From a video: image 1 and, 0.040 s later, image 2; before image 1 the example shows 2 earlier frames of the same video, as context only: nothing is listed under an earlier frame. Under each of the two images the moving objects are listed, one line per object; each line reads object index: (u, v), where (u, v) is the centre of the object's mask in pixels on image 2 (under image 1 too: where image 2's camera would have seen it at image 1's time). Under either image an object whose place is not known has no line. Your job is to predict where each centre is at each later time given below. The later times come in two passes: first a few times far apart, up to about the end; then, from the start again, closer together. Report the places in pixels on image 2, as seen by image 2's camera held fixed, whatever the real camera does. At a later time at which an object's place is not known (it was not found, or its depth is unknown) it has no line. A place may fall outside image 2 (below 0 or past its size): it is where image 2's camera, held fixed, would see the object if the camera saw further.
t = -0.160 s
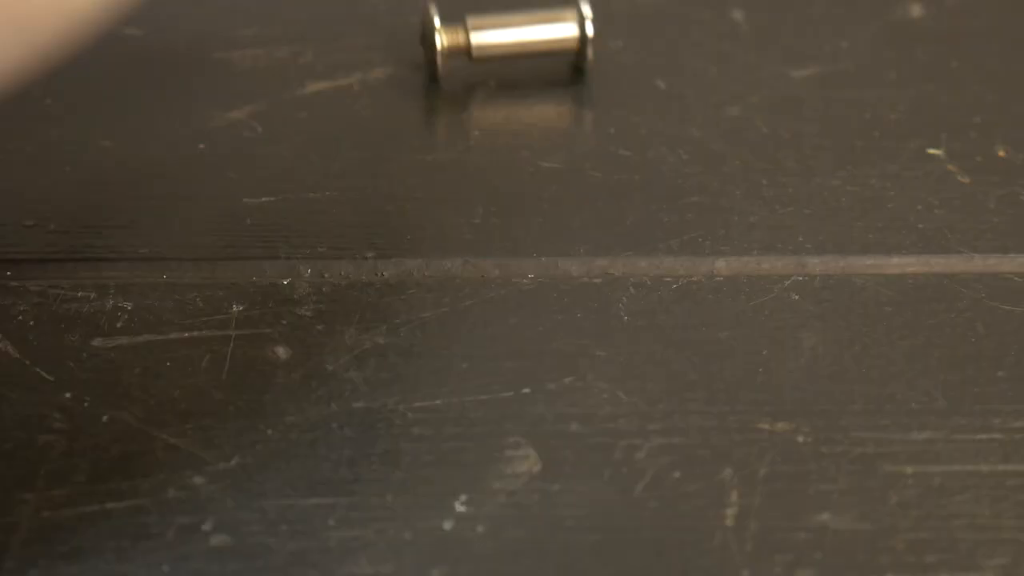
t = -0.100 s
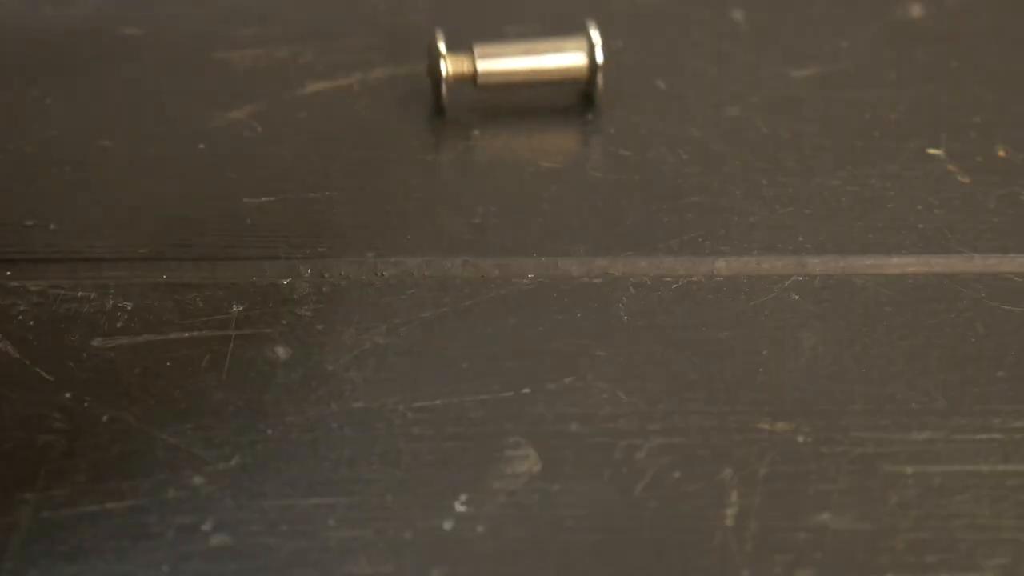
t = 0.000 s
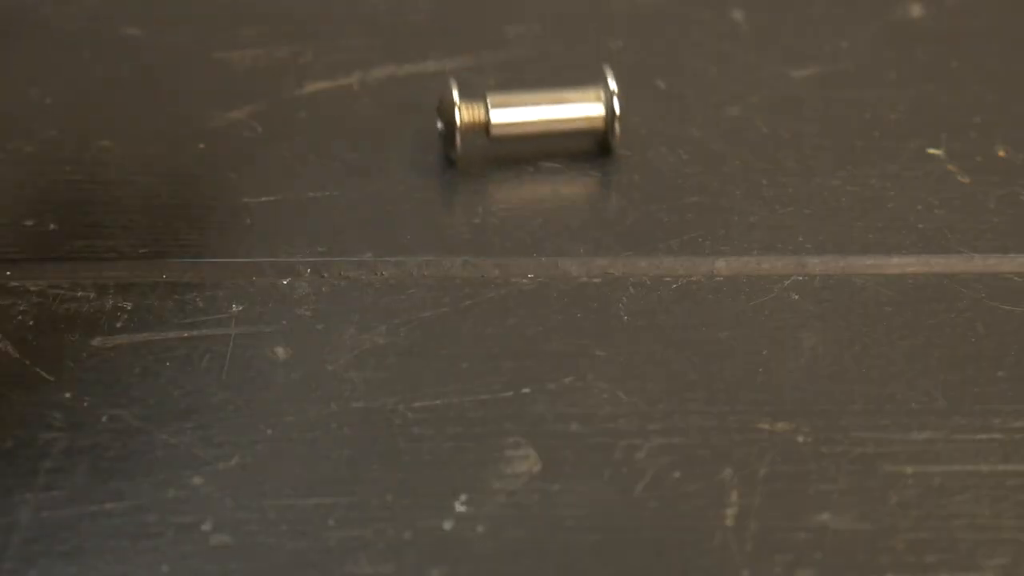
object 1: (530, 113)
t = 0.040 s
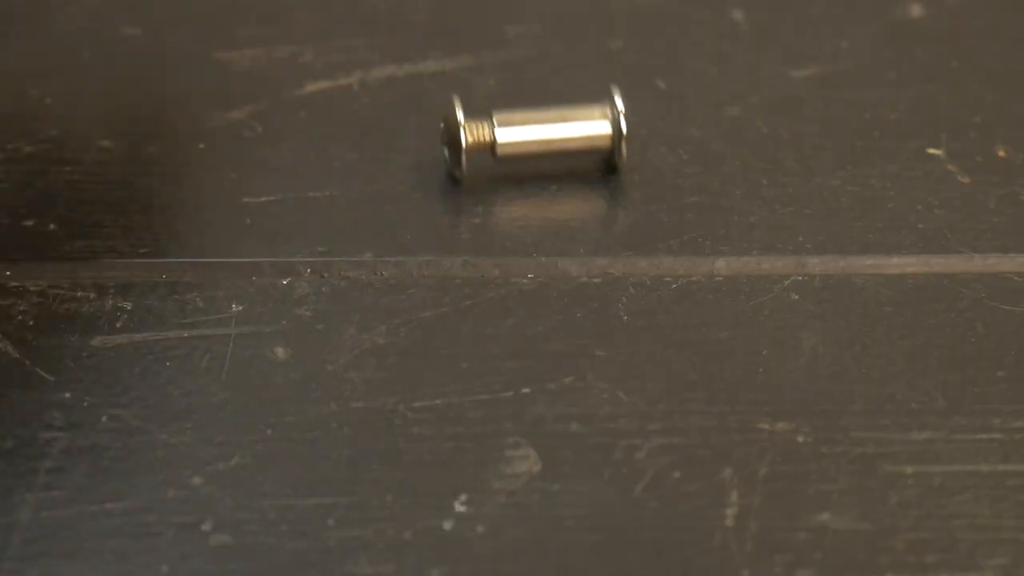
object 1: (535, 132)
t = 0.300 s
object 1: (570, 245)
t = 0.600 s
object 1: (584, 297)
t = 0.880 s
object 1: (579, 281)
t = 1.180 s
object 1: (584, 298)
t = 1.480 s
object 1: (580, 282)
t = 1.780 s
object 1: (584, 296)
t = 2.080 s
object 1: (583, 293)
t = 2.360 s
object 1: (582, 290)
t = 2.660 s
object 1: (582, 290)
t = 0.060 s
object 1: (539, 142)
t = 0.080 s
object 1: (543, 150)
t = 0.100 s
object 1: (546, 159)
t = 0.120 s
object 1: (548, 168)
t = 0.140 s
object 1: (551, 177)
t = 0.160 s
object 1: (555, 184)
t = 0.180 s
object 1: (557, 193)
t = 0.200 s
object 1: (559, 201)
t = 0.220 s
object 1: (563, 209)
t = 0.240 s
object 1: (564, 218)
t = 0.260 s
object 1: (567, 230)
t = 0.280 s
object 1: (569, 238)
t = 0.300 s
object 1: (570, 245)
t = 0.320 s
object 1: (572, 251)
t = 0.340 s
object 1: (572, 255)
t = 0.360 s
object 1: (573, 260)
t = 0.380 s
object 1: (575, 264)
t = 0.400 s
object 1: (576, 267)
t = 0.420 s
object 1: (577, 270)
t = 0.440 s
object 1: (577, 273)
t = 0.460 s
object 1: (578, 275)
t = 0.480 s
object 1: (578, 277)
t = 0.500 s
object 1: (579, 280)
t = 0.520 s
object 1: (581, 284)
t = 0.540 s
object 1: (581, 287)
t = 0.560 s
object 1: (582, 291)
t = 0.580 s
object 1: (583, 294)
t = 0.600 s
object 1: (584, 297)
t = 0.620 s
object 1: (584, 299)
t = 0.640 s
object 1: (585, 301)
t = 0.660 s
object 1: (586, 302)
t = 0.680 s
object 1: (586, 302)
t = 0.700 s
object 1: (586, 302)
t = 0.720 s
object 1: (585, 301)
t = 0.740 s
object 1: (584, 299)
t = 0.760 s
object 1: (584, 297)
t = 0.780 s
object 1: (583, 294)
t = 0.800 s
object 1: (582, 291)
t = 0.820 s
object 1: (582, 288)
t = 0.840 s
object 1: (581, 285)
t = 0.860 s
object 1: (580, 283)
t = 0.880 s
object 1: (579, 281)
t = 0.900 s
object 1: (579, 279)
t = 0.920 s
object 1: (579, 278)
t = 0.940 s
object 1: (579, 278)
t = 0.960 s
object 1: (579, 278)
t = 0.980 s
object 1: (579, 278)
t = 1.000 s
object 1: (579, 279)
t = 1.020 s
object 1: (579, 281)
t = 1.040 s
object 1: (580, 283)
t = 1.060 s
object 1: (580, 285)
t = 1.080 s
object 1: (581, 287)
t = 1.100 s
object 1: (582, 290)
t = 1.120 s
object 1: (582, 293)
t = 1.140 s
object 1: (583, 295)
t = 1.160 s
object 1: (584, 297)
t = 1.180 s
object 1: (584, 298)
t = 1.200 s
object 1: (584, 299)
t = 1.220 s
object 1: (584, 299)
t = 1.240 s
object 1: (584, 298)
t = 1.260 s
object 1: (584, 296)
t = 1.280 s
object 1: (583, 294)
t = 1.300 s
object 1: (583, 292)
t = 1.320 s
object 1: (582, 290)
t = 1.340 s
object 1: (582, 288)
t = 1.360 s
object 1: (581, 286)
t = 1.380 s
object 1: (581, 285)
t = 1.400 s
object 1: (580, 284)
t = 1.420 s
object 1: (580, 283)
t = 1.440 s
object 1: (580, 282)
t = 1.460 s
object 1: (580, 282)
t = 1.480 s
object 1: (580, 282)
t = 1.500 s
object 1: (580, 283)
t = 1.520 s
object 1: (580, 284)
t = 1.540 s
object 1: (580, 284)
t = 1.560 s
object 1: (580, 285)
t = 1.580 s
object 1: (581, 286)
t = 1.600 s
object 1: (581, 287)
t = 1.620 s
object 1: (582, 288)
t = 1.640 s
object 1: (582, 290)
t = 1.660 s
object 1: (582, 292)
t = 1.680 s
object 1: (583, 294)
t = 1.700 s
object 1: (583, 295)
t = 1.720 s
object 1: (583, 296)
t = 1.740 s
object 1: (584, 297)
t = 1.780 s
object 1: (584, 296)
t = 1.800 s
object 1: (584, 296)
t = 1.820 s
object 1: (583, 295)
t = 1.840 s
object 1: (583, 294)
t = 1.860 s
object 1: (583, 293)
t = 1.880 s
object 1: (583, 291)
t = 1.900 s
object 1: (582, 290)
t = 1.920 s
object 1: (582, 289)
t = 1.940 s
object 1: (582, 288)
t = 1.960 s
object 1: (582, 289)
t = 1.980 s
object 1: (582, 290)
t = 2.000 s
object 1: (583, 292)
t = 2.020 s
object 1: (583, 292)
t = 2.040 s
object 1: (583, 293)
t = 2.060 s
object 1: (583, 293)
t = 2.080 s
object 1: (583, 293)
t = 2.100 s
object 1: (583, 292)
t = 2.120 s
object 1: (583, 292)
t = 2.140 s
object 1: (582, 290)
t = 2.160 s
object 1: (582, 289)
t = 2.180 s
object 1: (582, 289)
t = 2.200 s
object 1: (582, 289)
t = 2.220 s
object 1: (582, 291)
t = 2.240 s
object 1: (583, 292)
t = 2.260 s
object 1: (583, 292)
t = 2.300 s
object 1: (583, 292)
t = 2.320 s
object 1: (582, 291)
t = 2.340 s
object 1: (582, 290)
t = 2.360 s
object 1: (582, 290)
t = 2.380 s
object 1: (582, 290)
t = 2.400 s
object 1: (582, 291)
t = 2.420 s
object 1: (582, 291)
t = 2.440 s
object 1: (583, 292)
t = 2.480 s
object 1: (582, 291)
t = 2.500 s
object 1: (582, 291)
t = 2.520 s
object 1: (582, 290)
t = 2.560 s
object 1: (582, 291)
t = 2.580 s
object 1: (582, 291)
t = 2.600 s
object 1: (583, 292)
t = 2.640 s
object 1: (582, 291)
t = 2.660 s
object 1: (582, 290)
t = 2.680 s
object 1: (582, 290)
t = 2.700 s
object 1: (582, 290)
